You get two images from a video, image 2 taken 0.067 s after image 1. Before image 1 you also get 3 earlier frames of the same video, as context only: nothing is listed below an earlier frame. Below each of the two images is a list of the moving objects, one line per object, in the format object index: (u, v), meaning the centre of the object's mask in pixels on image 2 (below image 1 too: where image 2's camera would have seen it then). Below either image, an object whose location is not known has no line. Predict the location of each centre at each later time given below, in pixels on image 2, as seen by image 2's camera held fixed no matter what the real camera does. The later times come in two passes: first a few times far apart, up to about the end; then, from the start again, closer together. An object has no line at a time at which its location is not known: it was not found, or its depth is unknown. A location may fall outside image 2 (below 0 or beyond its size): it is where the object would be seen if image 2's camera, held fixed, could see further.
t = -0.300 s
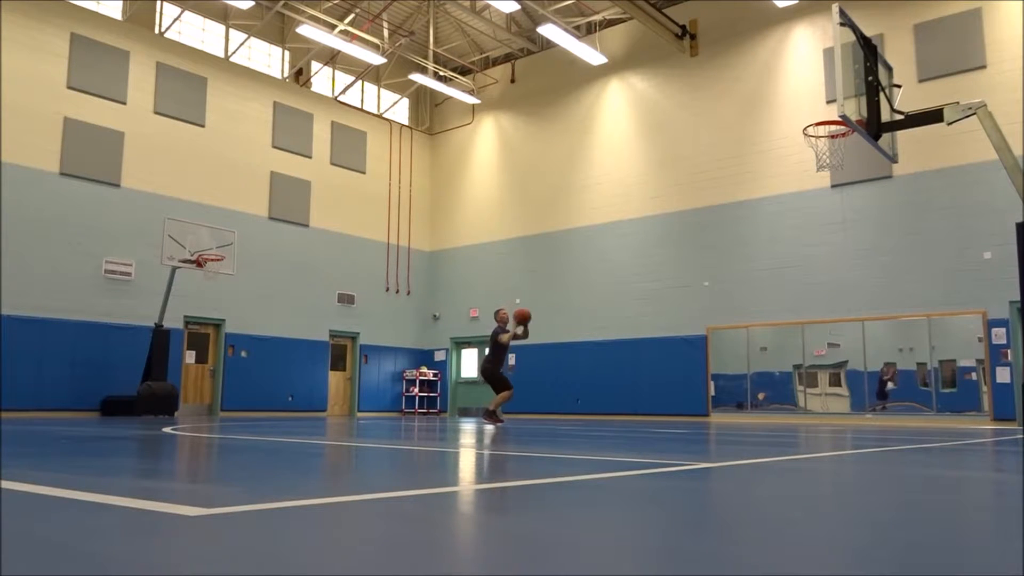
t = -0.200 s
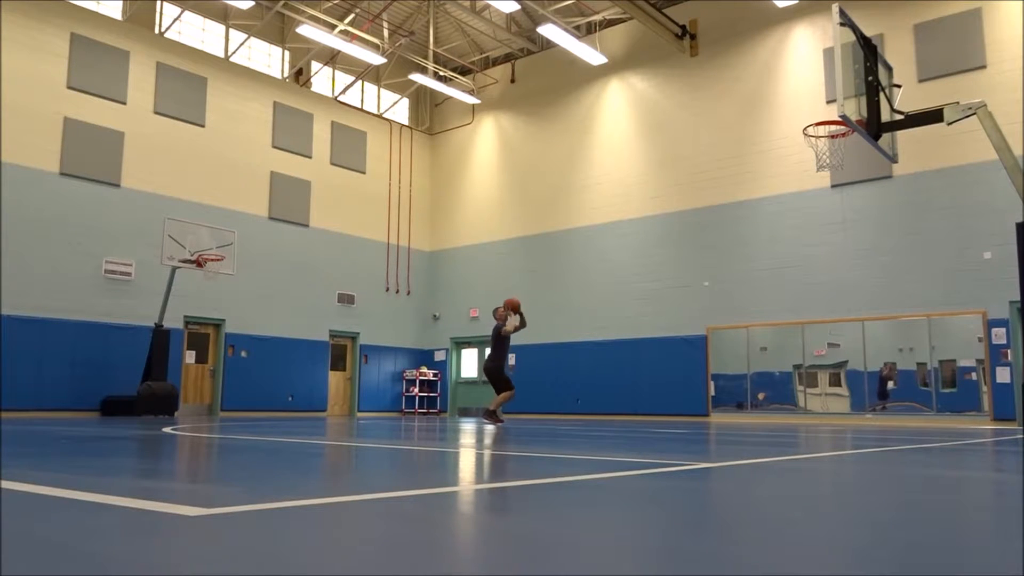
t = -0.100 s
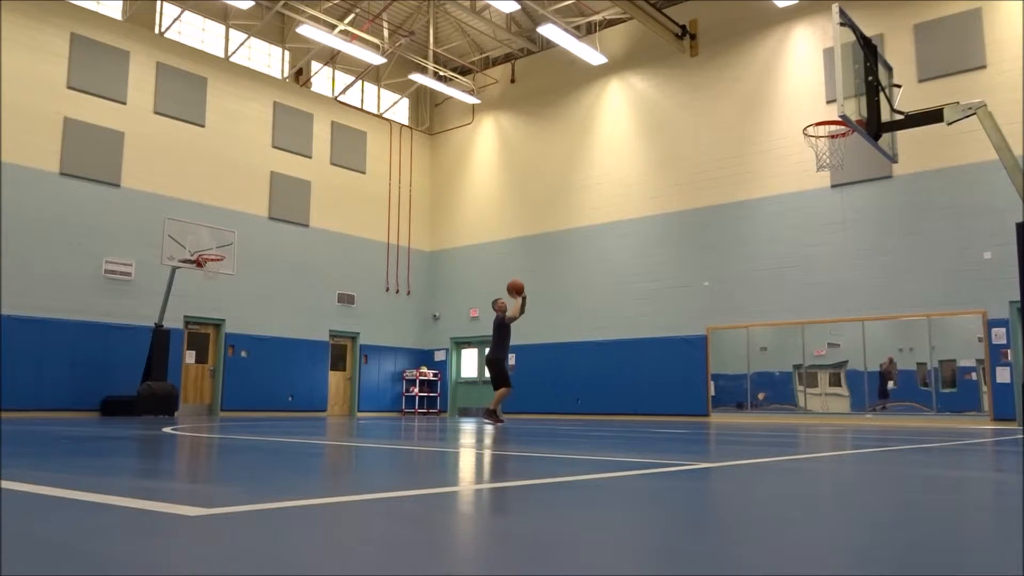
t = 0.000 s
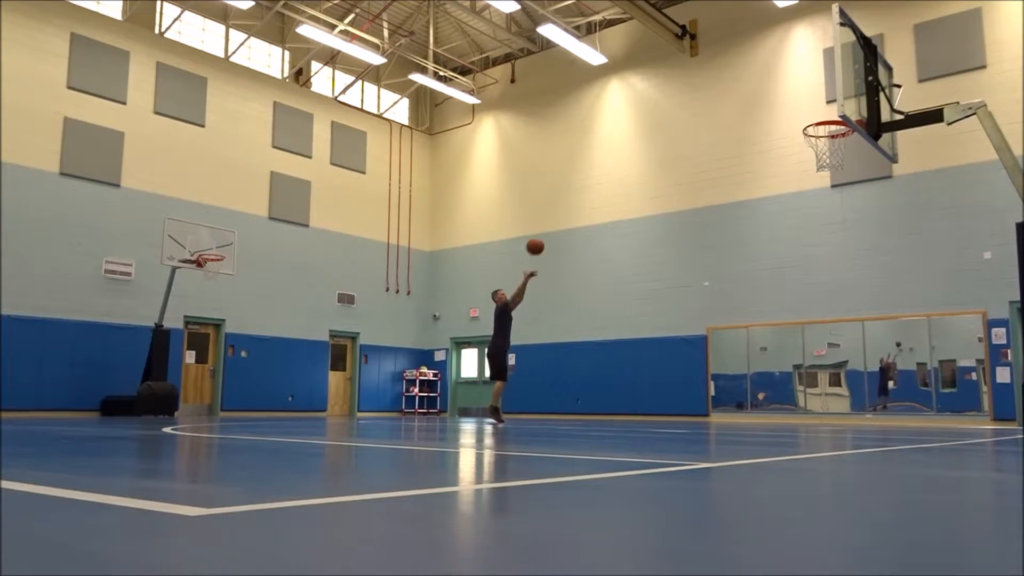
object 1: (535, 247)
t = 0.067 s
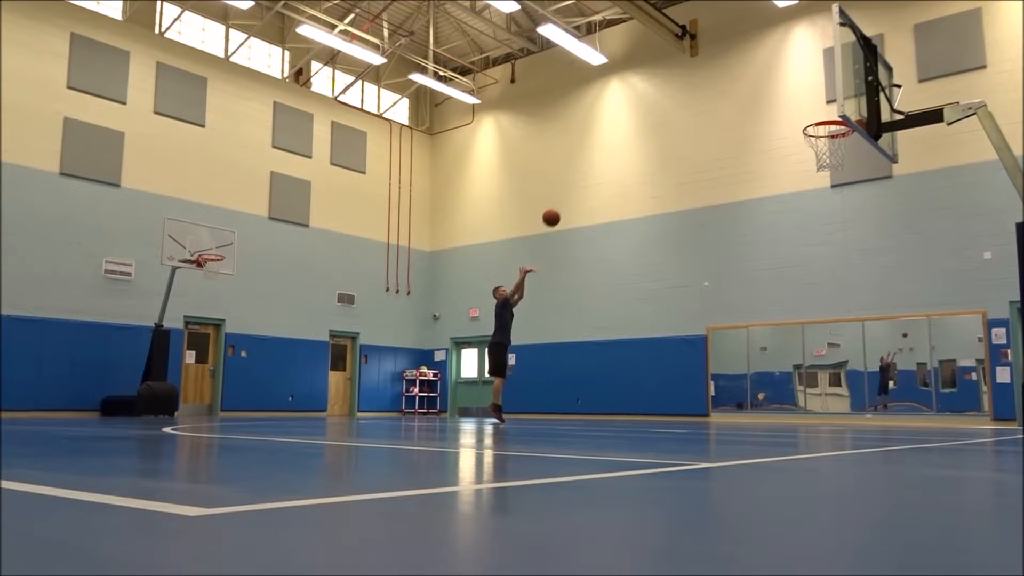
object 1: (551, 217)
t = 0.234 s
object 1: (593, 157)
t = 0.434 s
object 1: (646, 108)
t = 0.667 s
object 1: (716, 85)
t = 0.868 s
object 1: (784, 101)
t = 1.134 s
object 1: (845, 165)
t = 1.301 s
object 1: (845, 214)
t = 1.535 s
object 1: (847, 324)
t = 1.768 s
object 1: (836, 378)
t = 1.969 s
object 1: (809, 307)
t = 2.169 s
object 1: (785, 276)
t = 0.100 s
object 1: (559, 204)
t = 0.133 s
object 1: (567, 192)
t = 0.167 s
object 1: (576, 180)
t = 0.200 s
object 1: (584, 168)
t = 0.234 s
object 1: (593, 157)
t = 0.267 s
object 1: (602, 147)
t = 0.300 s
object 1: (610, 138)
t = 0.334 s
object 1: (619, 129)
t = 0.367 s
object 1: (628, 121)
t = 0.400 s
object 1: (637, 114)
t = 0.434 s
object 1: (646, 108)
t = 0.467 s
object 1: (656, 102)
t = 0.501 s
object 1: (665, 97)
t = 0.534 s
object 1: (675, 93)
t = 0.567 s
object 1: (685, 90)
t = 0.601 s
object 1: (695, 88)
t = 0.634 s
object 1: (705, 86)
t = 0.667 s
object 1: (716, 85)
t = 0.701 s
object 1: (726, 85)
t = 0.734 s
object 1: (737, 86)
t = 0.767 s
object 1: (749, 89)
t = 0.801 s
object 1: (760, 92)
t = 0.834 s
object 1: (772, 96)
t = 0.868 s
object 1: (784, 101)
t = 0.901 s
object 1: (796, 107)
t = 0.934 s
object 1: (809, 114)
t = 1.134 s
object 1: (845, 165)
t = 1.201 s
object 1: (844, 181)
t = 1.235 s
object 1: (844, 191)
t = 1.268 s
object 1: (845, 202)
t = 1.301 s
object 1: (845, 214)
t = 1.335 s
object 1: (845, 226)
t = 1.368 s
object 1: (845, 240)
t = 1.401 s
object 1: (845, 255)
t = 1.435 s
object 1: (845, 270)
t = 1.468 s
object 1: (846, 287)
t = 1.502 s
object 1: (846, 305)
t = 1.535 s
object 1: (847, 324)
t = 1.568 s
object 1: (847, 344)
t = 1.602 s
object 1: (848, 365)
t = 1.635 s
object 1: (849, 388)
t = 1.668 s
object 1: (849, 410)
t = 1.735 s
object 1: (842, 394)
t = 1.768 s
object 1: (836, 378)
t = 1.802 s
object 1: (832, 363)
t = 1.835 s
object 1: (827, 350)
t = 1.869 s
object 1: (823, 337)
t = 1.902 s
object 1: (818, 326)
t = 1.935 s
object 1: (814, 316)
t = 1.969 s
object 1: (809, 307)
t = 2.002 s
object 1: (805, 300)
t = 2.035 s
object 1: (801, 293)
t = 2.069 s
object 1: (797, 287)
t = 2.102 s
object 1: (793, 283)
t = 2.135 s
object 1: (789, 279)
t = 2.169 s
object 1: (785, 276)
